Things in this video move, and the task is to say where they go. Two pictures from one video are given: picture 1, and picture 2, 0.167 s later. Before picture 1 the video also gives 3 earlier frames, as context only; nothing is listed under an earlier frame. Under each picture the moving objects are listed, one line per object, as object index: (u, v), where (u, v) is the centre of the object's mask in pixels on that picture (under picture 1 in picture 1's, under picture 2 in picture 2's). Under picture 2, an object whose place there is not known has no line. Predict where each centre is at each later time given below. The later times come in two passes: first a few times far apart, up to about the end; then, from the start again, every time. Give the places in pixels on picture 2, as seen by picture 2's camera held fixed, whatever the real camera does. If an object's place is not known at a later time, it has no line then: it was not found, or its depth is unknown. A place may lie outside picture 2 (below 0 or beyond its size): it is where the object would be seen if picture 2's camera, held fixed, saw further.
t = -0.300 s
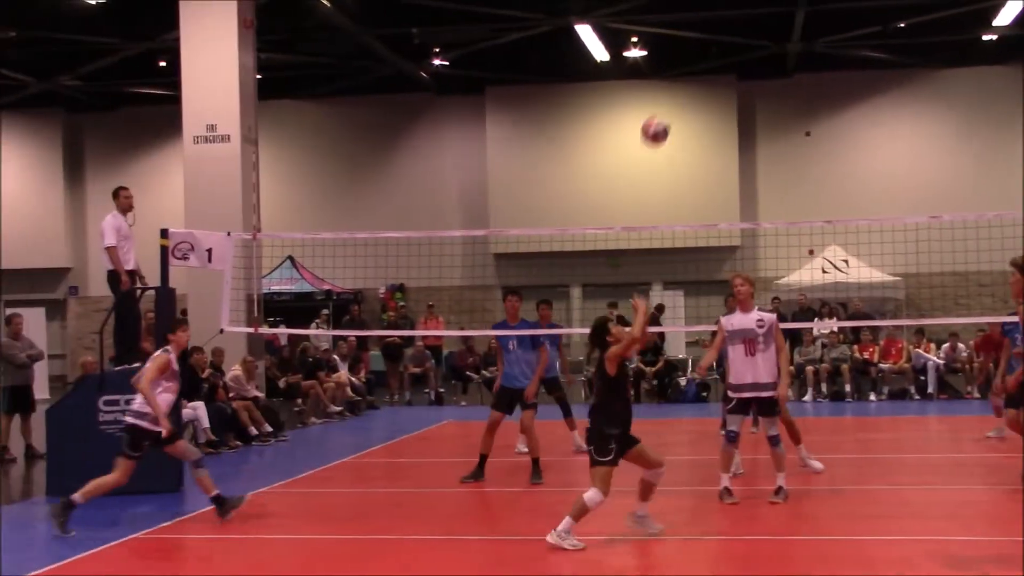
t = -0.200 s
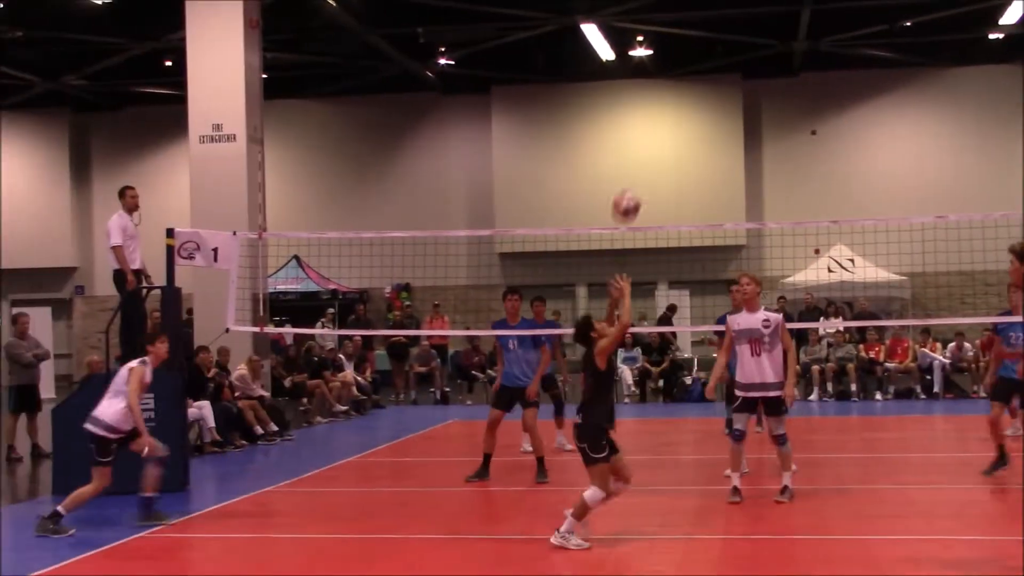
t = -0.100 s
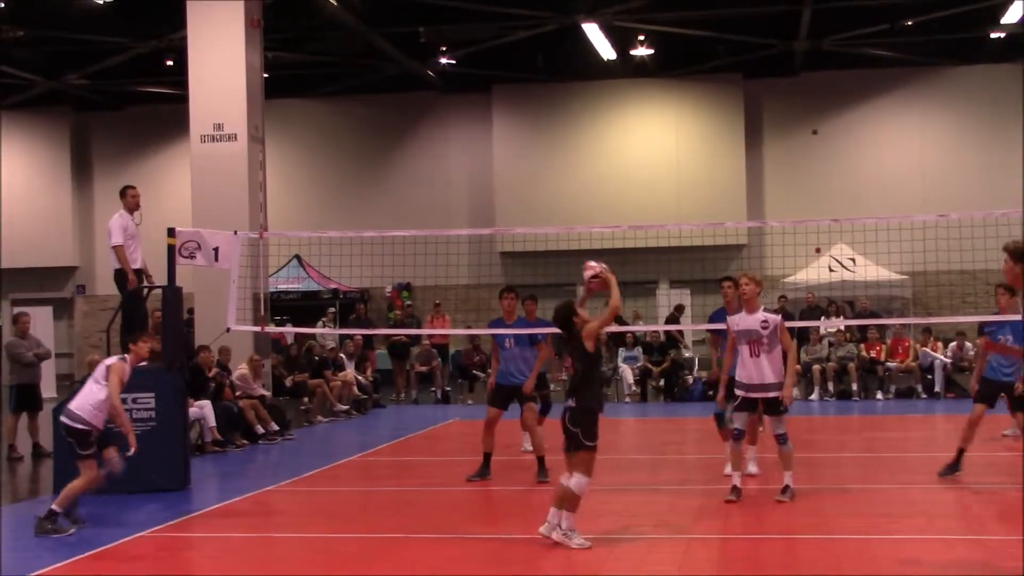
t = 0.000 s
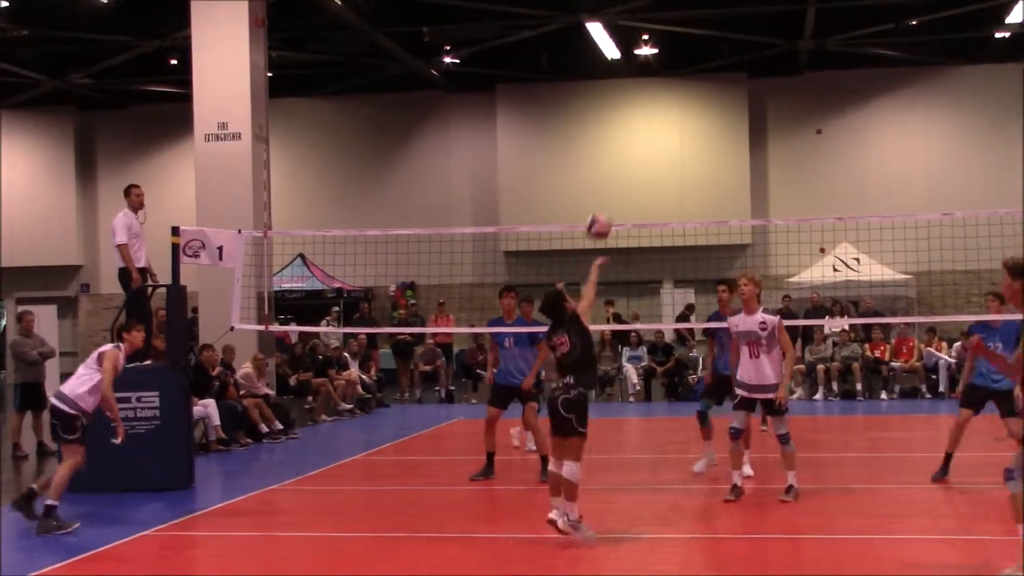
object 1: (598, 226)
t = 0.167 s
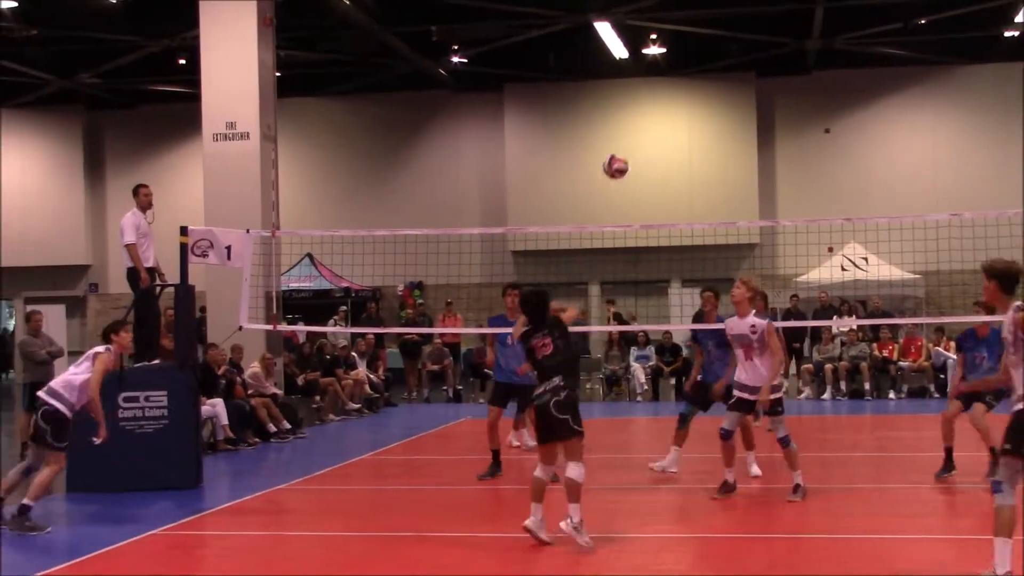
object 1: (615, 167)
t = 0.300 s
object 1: (621, 148)
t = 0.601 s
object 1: (634, 176)
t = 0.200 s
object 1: (617, 160)
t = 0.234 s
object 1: (618, 154)
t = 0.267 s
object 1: (620, 150)
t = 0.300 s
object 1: (621, 148)
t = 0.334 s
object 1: (623, 147)
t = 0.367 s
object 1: (624, 146)
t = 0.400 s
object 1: (626, 148)
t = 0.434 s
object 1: (627, 149)
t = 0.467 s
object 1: (628, 153)
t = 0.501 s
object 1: (630, 157)
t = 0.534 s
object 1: (631, 162)
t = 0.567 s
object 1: (632, 169)
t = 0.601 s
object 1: (634, 176)
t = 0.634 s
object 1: (635, 184)
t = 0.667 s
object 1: (637, 193)
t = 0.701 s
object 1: (638, 204)
